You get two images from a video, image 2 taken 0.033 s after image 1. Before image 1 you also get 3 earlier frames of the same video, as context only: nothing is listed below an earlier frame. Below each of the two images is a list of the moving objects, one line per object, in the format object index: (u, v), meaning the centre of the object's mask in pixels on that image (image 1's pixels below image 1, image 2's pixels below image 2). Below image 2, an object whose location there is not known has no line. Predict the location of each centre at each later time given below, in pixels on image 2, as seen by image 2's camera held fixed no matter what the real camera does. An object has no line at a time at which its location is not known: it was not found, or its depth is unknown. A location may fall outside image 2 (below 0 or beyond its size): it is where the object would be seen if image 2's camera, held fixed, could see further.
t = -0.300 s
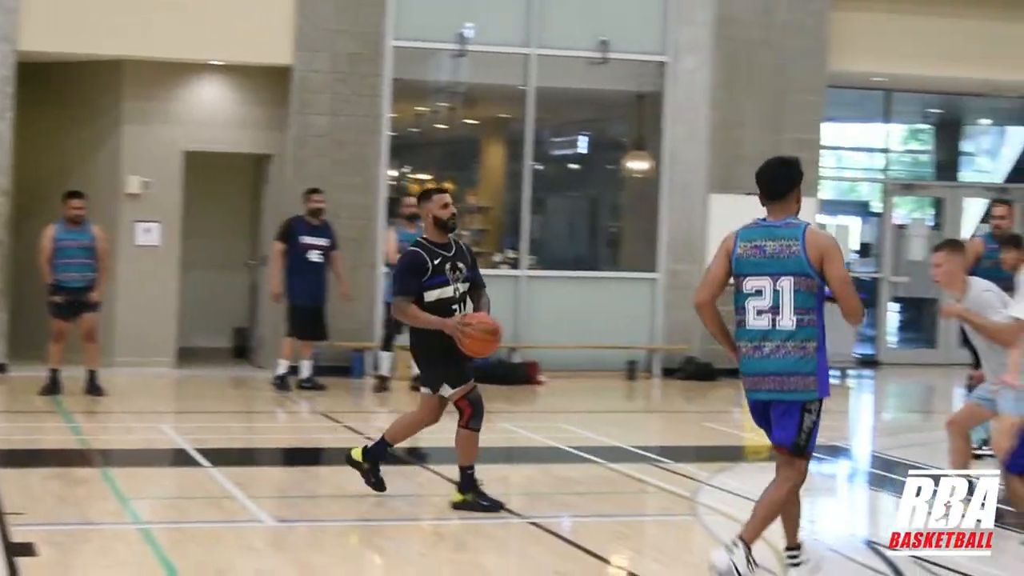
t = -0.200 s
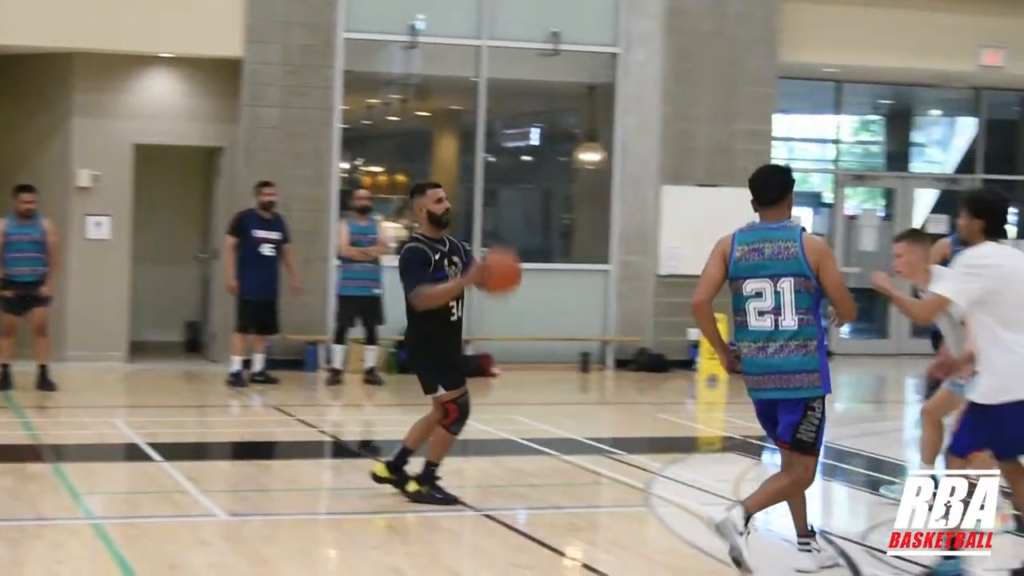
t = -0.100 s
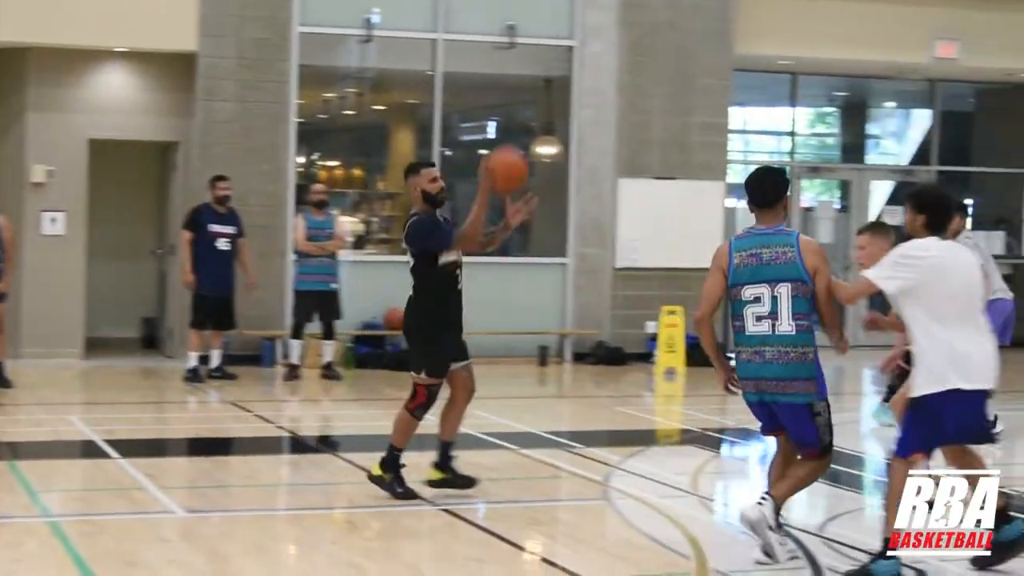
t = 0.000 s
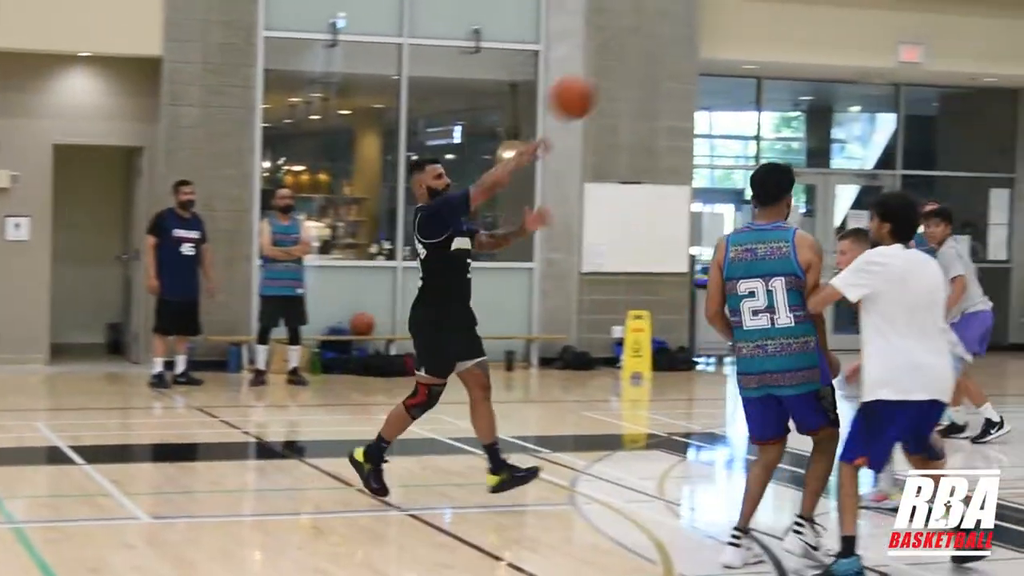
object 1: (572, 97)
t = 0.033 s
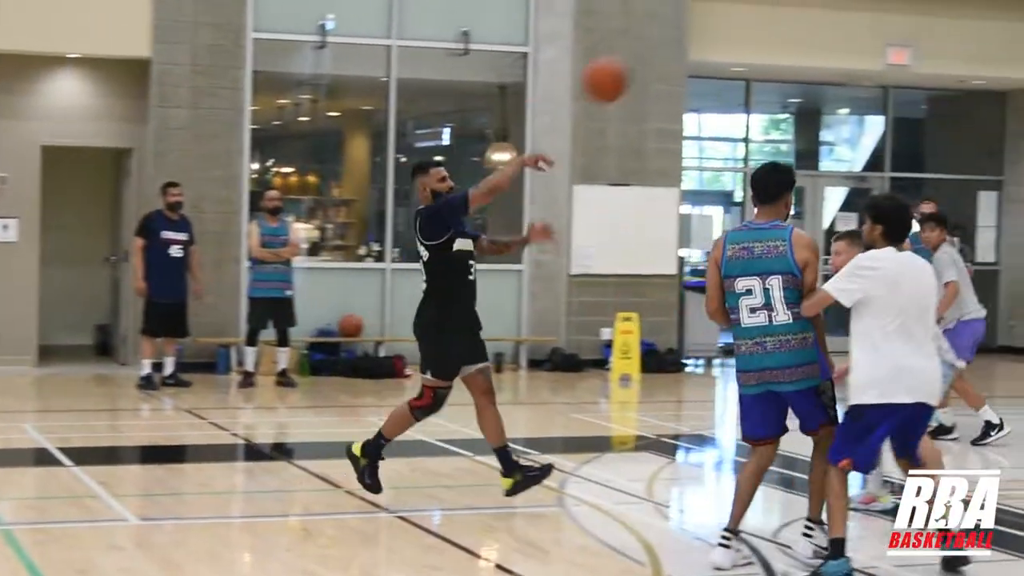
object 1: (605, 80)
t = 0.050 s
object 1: (631, 72)
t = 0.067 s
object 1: (653, 63)
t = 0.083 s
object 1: (678, 56)
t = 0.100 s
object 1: (700, 49)
